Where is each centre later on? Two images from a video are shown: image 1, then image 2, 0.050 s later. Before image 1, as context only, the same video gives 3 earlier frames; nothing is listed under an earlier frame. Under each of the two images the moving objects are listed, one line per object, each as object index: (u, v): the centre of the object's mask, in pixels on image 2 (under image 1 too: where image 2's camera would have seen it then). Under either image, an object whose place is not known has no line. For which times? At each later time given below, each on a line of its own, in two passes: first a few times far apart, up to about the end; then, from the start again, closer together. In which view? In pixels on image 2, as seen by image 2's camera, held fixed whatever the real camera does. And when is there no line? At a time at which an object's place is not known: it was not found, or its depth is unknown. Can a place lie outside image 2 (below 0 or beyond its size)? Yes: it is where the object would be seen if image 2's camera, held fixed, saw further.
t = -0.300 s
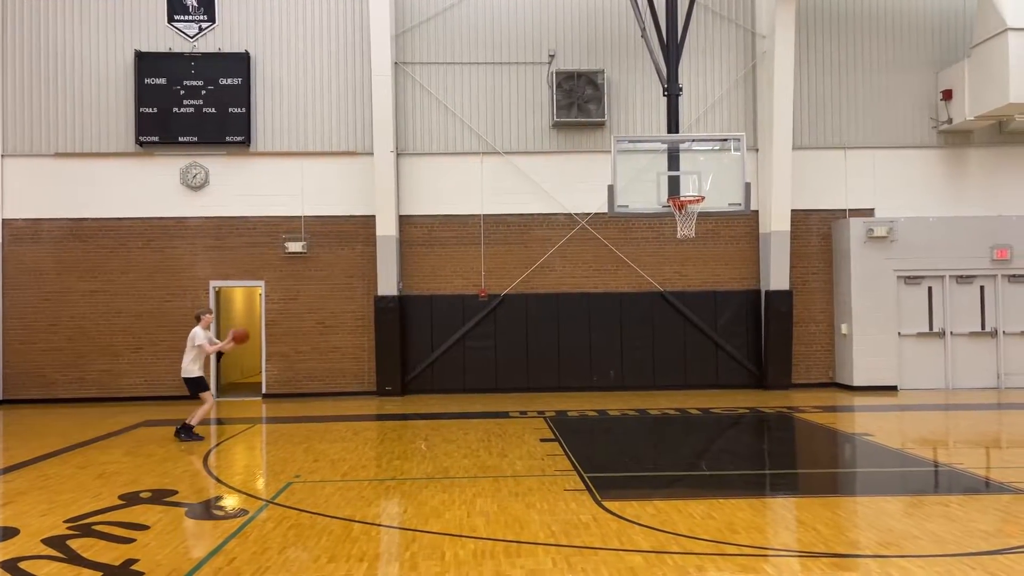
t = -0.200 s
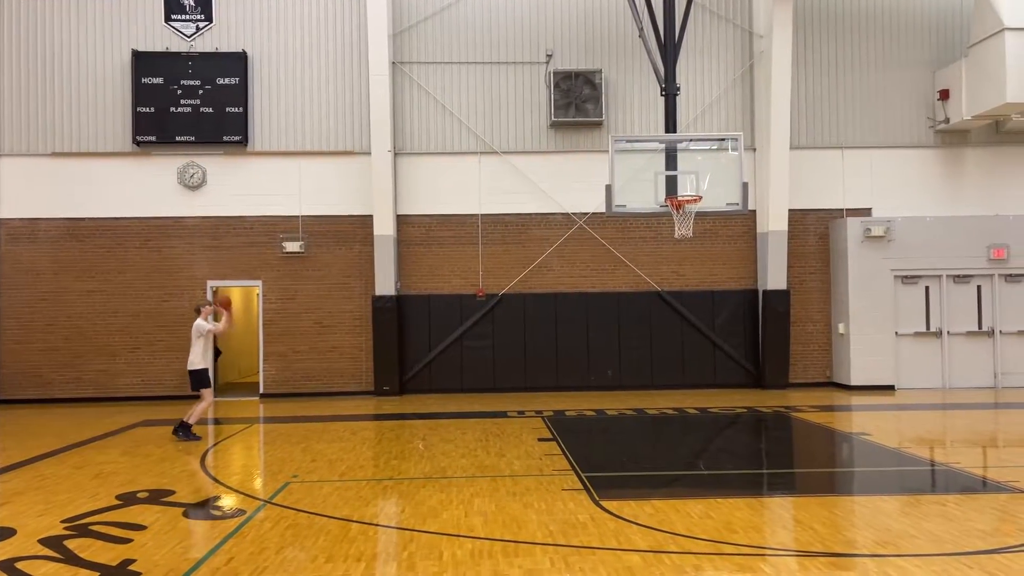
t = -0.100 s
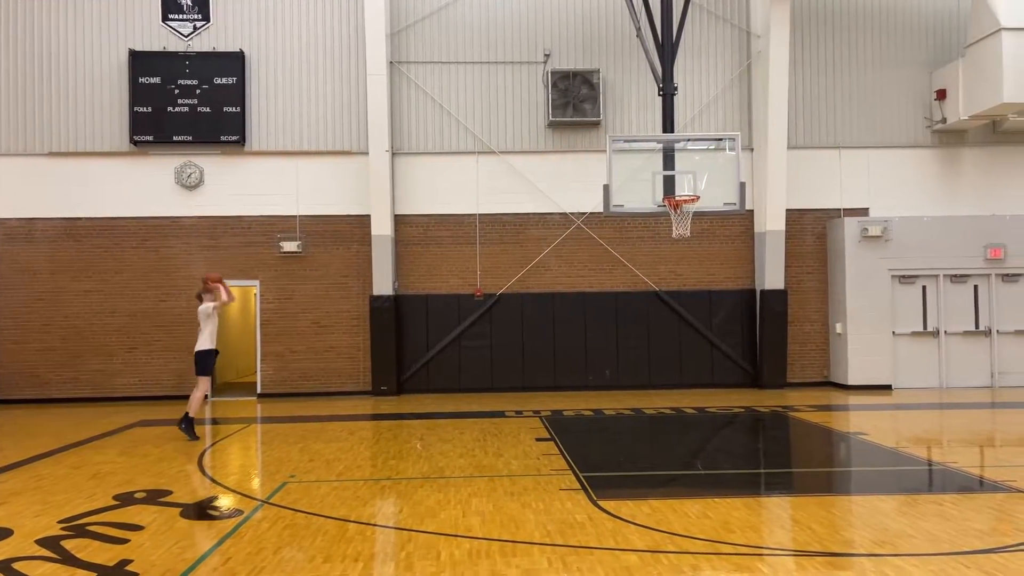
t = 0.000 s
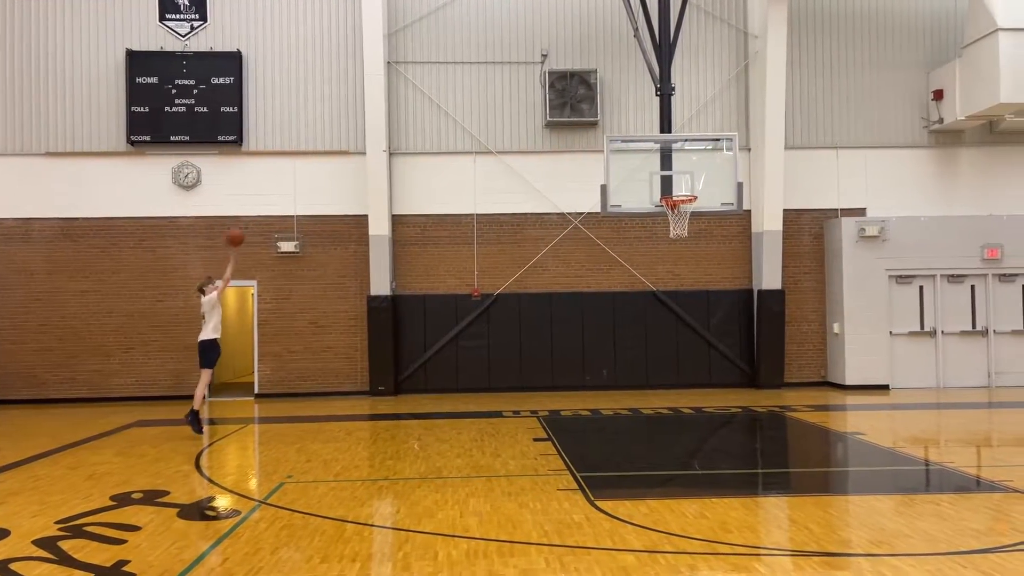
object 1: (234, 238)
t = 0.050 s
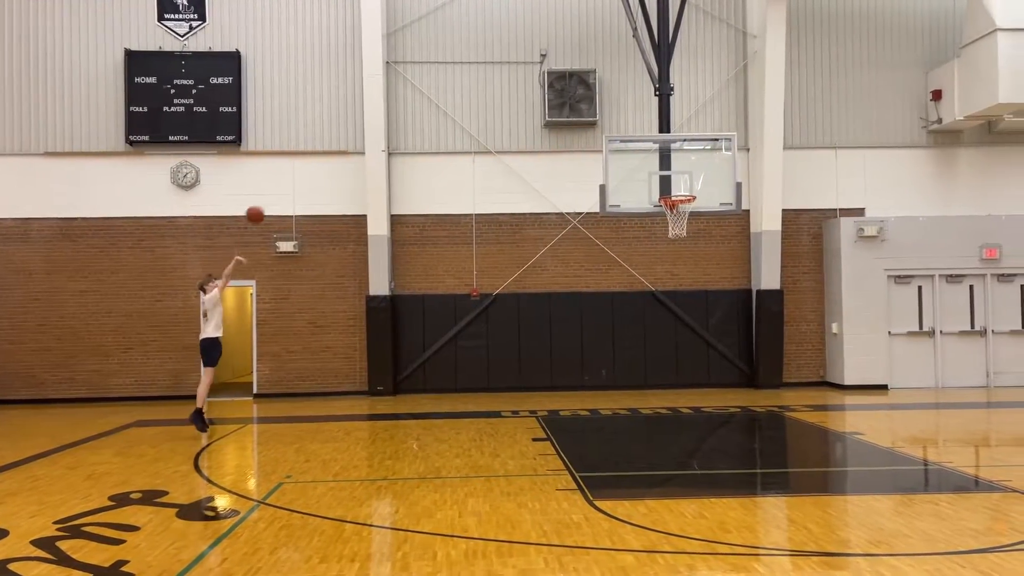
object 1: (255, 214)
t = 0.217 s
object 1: (325, 154)
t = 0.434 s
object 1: (414, 108)
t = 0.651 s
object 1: (499, 95)
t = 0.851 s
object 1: (576, 113)
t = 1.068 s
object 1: (661, 163)
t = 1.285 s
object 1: (702, 154)
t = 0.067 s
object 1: (262, 207)
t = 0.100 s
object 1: (276, 194)
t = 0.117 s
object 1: (283, 188)
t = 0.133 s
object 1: (290, 181)
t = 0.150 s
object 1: (297, 176)
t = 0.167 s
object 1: (304, 170)
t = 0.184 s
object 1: (311, 165)
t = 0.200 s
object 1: (318, 160)
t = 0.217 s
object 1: (325, 154)
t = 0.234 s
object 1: (332, 149)
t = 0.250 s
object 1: (339, 145)
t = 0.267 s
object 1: (346, 140)
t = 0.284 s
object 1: (352, 136)
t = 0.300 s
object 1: (360, 132)
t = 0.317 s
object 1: (366, 128)
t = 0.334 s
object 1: (373, 124)
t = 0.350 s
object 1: (380, 121)
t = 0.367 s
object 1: (387, 118)
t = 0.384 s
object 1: (394, 115)
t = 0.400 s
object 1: (400, 112)
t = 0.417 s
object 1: (407, 110)
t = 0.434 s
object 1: (414, 108)
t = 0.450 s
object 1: (420, 105)
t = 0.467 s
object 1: (426, 103)
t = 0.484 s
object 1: (433, 102)
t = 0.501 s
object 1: (440, 100)
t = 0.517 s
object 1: (447, 98)
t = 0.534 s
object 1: (453, 98)
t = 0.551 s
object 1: (460, 96)
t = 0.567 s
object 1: (466, 96)
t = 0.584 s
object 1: (473, 95)
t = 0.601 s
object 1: (480, 95)
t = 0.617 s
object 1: (487, 95)
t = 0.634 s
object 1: (493, 95)
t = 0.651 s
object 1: (499, 95)
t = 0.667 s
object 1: (505, 96)
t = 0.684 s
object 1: (512, 96)
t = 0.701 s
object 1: (519, 97)
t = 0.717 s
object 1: (525, 98)
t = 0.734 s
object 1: (531, 99)
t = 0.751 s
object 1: (538, 101)
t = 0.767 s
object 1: (544, 102)
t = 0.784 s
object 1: (550, 104)
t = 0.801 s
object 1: (558, 106)
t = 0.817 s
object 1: (564, 108)
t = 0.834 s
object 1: (570, 110)
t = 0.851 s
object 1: (576, 113)
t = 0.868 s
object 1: (582, 116)
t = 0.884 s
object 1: (589, 118)
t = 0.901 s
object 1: (596, 122)
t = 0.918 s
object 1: (604, 125)
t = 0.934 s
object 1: (610, 128)
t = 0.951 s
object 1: (616, 132)
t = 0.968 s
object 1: (623, 136)
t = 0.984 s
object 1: (629, 139)
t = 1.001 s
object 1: (635, 144)
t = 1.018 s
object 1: (642, 149)
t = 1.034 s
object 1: (648, 153)
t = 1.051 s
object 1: (654, 159)
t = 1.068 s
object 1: (661, 163)
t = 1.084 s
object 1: (668, 168)
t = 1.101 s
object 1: (674, 174)
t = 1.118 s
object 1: (680, 179)
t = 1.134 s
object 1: (686, 185)
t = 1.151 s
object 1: (692, 189)
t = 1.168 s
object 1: (693, 185)
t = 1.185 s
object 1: (694, 180)
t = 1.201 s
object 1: (695, 175)
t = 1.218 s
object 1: (697, 170)
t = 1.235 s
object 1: (698, 166)
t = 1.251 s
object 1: (699, 162)
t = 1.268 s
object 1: (700, 158)
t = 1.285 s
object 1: (702, 154)
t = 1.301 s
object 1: (703, 150)
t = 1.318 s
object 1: (704, 148)
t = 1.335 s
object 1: (705, 144)
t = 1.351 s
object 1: (707, 141)
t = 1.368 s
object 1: (709, 138)
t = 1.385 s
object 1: (710, 135)
